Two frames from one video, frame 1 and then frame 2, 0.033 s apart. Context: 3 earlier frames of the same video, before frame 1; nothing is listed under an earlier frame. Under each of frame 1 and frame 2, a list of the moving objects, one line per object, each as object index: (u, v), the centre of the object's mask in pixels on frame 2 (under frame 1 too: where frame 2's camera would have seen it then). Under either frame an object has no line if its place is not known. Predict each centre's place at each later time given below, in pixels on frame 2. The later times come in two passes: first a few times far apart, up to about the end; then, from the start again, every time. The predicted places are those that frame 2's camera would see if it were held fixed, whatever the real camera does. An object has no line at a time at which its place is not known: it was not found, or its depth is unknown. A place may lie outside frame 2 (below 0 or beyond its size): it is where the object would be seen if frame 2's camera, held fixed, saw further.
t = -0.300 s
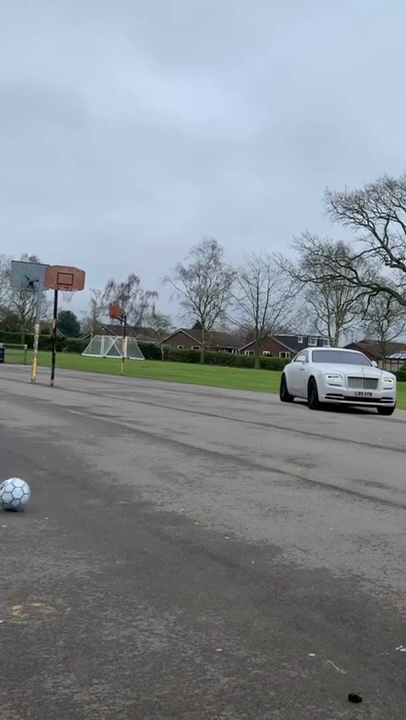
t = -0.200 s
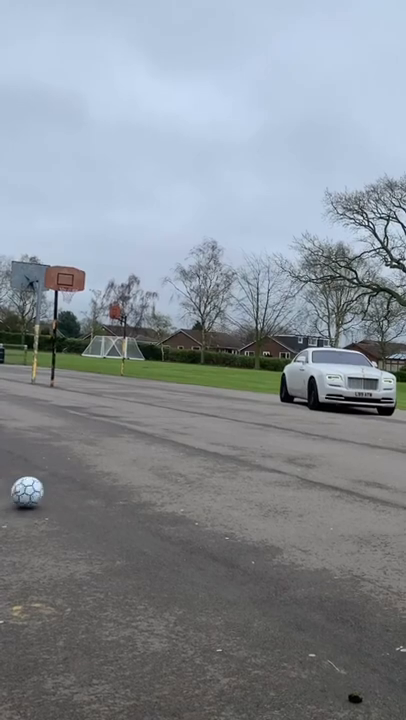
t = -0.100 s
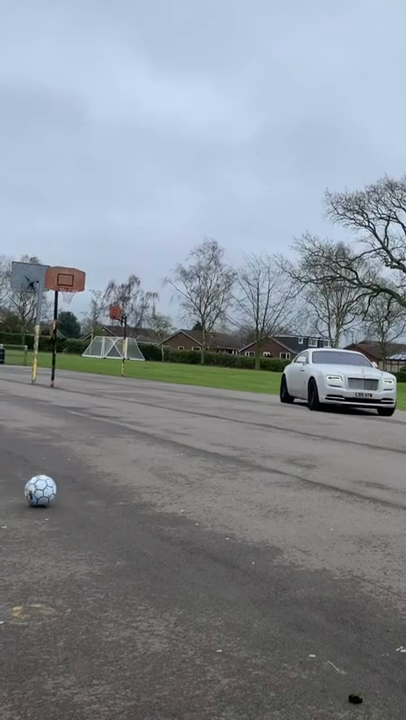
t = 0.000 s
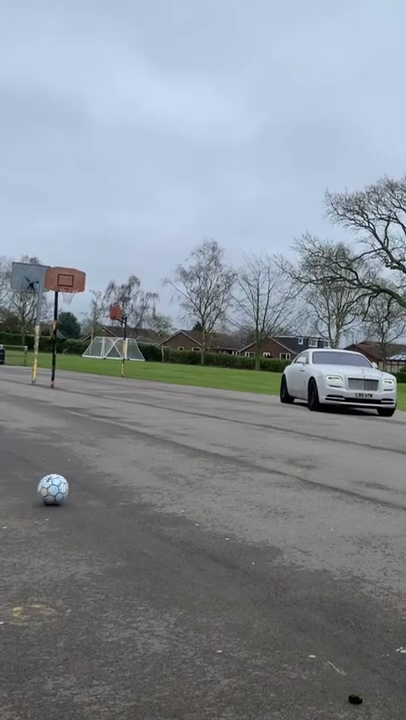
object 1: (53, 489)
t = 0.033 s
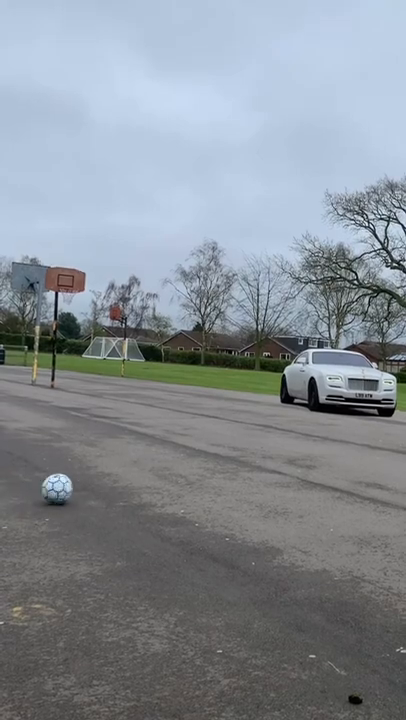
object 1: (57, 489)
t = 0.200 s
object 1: (76, 486)
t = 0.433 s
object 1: (101, 482)
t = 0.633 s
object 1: (120, 479)
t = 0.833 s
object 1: (138, 476)
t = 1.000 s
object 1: (152, 474)
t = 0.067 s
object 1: (61, 488)
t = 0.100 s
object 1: (65, 487)
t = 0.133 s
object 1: (68, 487)
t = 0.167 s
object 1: (72, 486)
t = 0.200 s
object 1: (76, 486)
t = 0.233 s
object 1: (80, 485)
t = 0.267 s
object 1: (84, 485)
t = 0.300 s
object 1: (87, 484)
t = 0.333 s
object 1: (90, 484)
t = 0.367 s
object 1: (94, 483)
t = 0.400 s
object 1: (98, 482)
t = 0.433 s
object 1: (101, 482)
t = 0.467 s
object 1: (104, 481)
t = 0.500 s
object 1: (107, 481)
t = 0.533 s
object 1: (111, 481)
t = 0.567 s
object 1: (114, 480)
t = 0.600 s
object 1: (117, 480)
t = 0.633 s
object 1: (120, 479)
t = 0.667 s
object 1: (124, 478)
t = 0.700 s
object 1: (127, 478)
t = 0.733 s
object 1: (129, 477)
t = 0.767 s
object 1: (132, 477)
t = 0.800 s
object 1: (136, 477)
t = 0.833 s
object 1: (138, 476)
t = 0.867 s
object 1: (141, 476)
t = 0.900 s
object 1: (144, 475)
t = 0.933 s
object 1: (147, 475)
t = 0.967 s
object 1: (149, 474)
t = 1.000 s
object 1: (152, 474)
